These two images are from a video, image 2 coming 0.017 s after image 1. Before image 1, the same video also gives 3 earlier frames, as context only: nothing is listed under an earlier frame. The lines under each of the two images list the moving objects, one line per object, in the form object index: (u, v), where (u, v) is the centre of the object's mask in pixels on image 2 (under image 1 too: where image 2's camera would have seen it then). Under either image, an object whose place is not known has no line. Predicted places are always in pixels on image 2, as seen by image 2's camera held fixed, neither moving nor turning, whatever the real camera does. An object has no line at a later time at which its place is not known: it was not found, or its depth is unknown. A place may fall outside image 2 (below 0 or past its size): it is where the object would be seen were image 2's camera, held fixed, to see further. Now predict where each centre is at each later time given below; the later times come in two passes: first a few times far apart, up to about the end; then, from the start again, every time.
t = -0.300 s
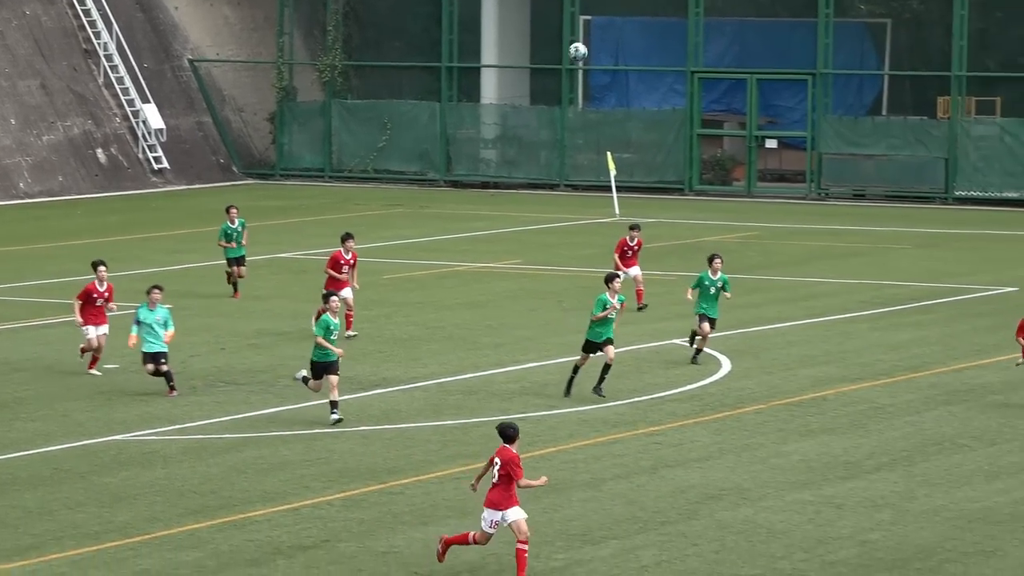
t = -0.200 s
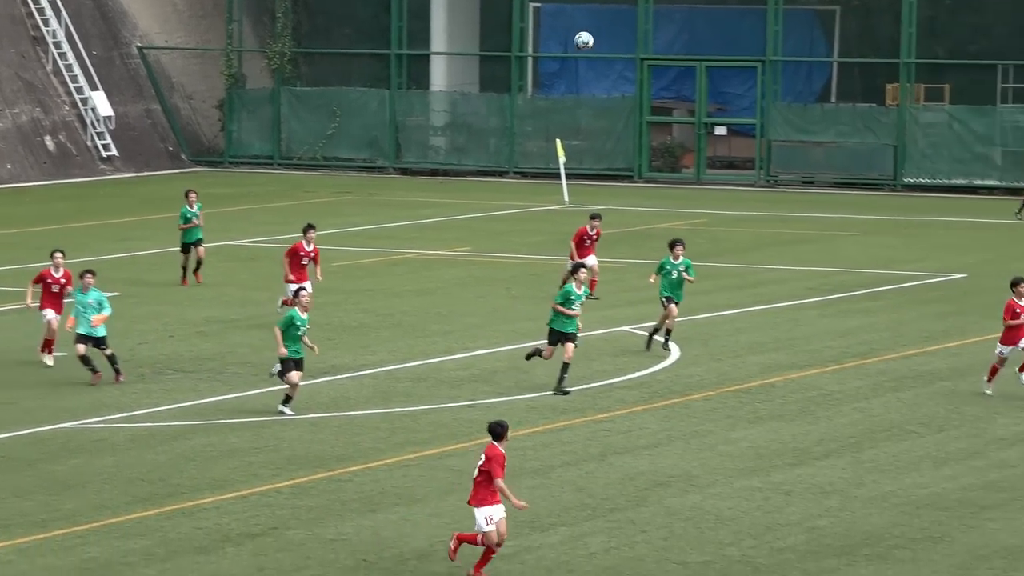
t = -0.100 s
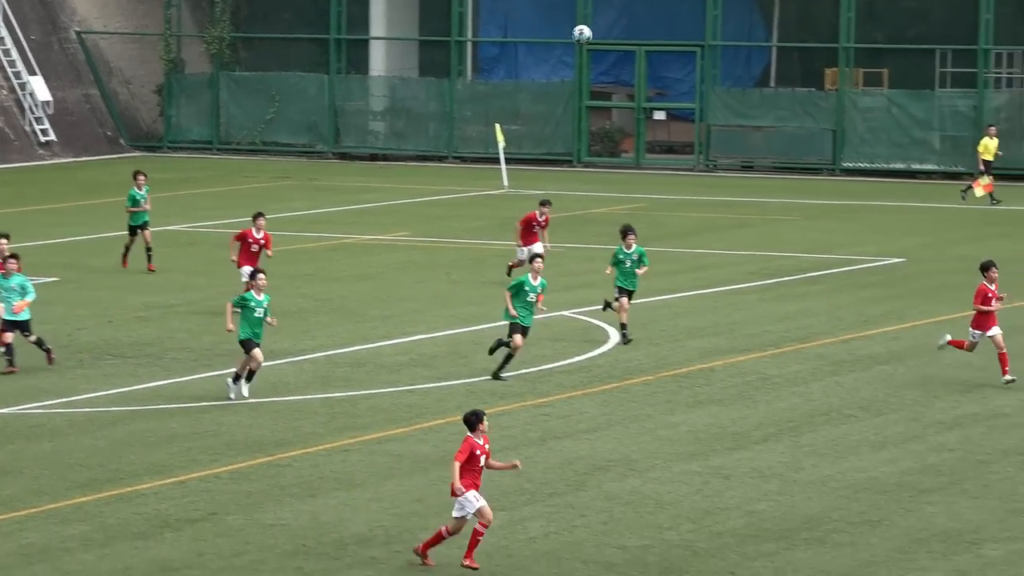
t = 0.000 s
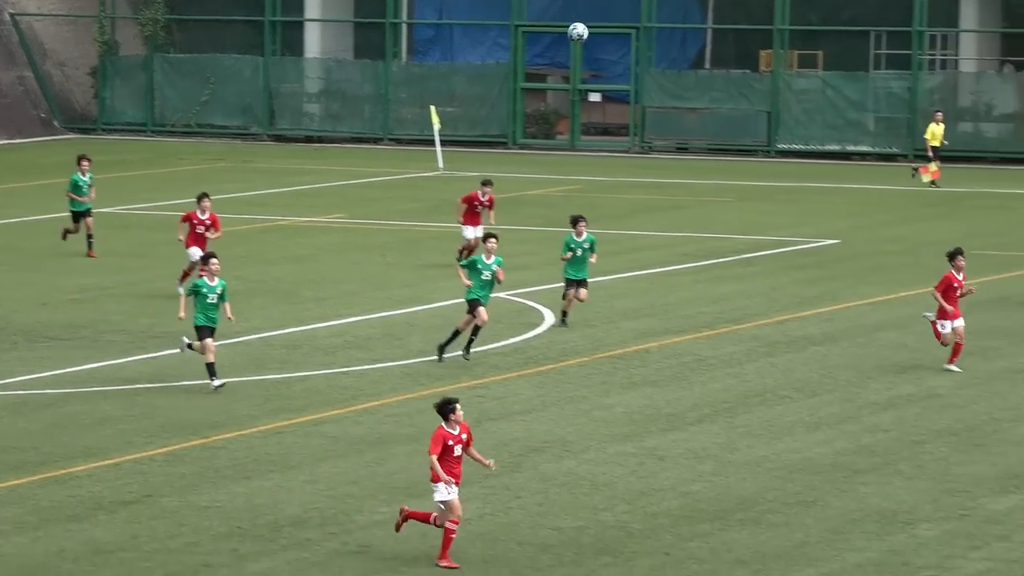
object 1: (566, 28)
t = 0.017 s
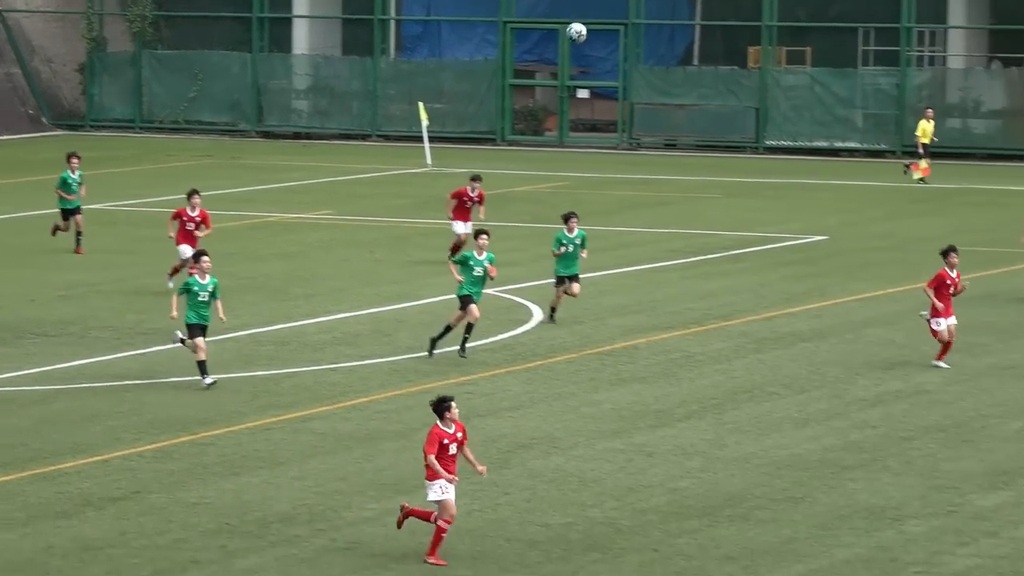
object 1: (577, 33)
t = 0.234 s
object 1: (718, 98)
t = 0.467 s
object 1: (892, 221)
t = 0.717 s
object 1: (1114, 427)
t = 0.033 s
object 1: (587, 36)
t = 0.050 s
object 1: (597, 39)
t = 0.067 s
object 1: (608, 43)
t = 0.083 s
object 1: (618, 48)
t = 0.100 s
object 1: (629, 53)
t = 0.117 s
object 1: (640, 57)
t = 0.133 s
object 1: (651, 62)
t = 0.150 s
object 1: (662, 68)
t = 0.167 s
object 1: (673, 73)
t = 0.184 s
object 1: (684, 79)
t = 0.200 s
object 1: (695, 85)
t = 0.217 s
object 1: (707, 92)
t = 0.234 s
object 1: (718, 98)
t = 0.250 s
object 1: (730, 104)
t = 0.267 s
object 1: (742, 112)
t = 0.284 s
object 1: (754, 119)
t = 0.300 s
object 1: (766, 127)
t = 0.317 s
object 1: (778, 135)
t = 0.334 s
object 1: (790, 144)
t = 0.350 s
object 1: (802, 152)
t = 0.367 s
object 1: (815, 161)
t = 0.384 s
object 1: (827, 170)
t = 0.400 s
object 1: (840, 180)
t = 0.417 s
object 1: (852, 189)
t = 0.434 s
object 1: (866, 200)
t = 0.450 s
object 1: (879, 210)
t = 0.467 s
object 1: (892, 221)
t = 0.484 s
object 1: (906, 232)
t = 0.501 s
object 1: (920, 244)
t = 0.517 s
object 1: (933, 255)
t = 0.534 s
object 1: (947, 267)
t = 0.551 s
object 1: (962, 280)
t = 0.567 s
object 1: (975, 293)
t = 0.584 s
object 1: (990, 306)
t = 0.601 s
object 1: (1004, 320)
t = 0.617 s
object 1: (1019, 334)
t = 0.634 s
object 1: (1034, 349)
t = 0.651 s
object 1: (1050, 363)
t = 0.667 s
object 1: (1065, 378)
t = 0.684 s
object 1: (1081, 394)
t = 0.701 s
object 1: (1097, 410)
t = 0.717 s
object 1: (1114, 427)
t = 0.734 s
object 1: (1129, 444)
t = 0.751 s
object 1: (1147, 463)
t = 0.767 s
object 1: (1164, 480)
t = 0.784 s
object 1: (1181, 499)
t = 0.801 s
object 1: (1199, 519)
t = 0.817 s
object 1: (1217, 539)
